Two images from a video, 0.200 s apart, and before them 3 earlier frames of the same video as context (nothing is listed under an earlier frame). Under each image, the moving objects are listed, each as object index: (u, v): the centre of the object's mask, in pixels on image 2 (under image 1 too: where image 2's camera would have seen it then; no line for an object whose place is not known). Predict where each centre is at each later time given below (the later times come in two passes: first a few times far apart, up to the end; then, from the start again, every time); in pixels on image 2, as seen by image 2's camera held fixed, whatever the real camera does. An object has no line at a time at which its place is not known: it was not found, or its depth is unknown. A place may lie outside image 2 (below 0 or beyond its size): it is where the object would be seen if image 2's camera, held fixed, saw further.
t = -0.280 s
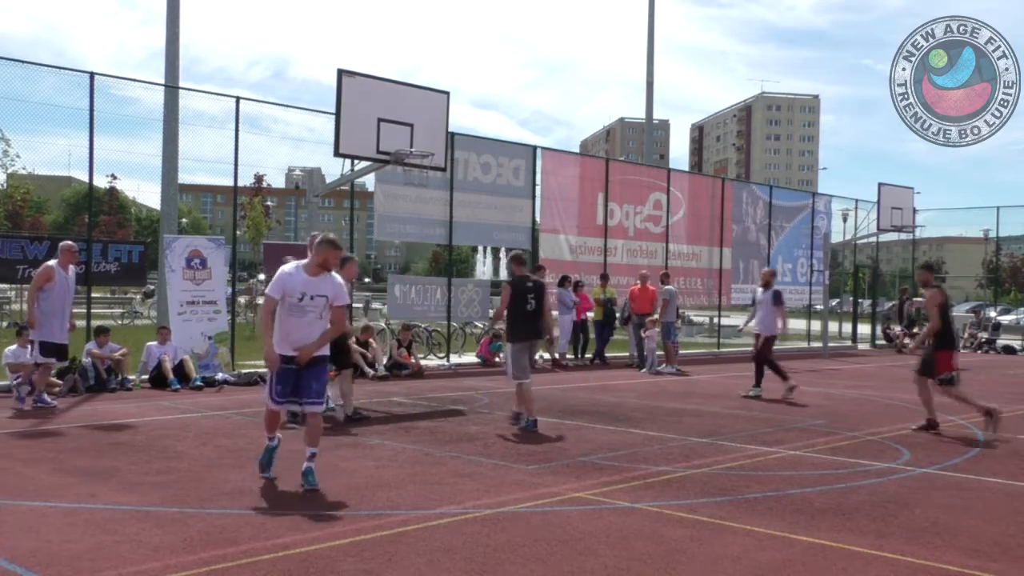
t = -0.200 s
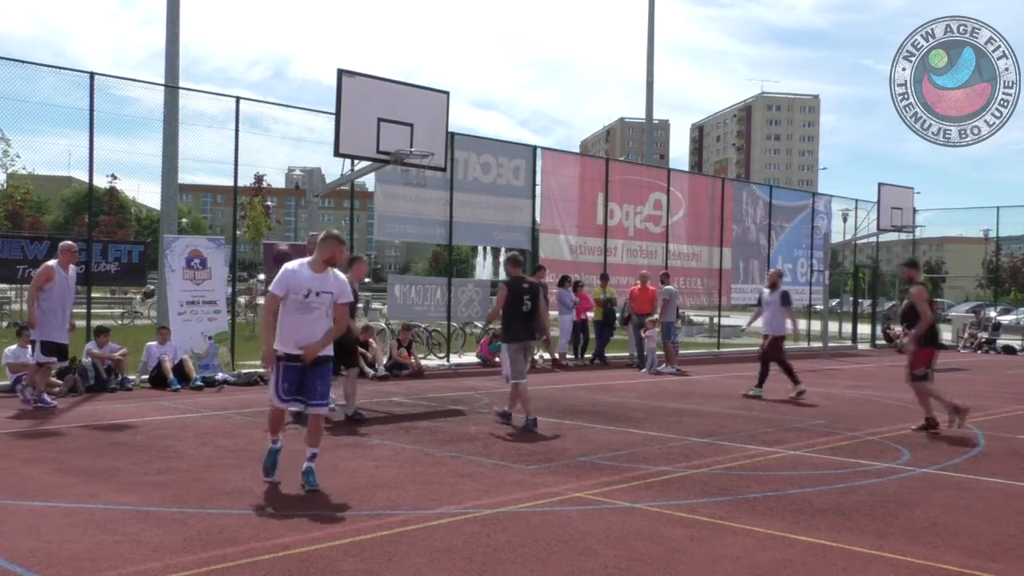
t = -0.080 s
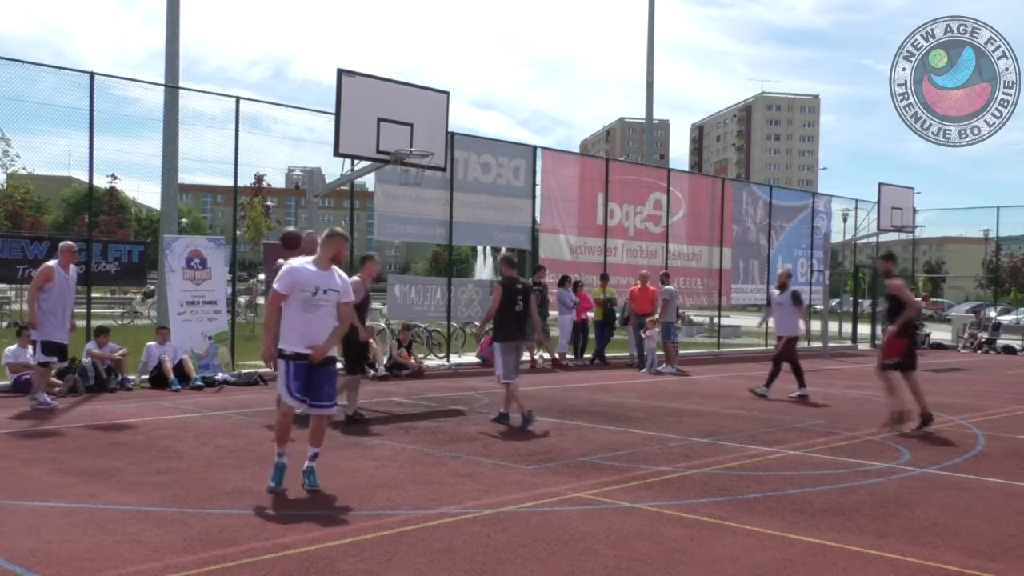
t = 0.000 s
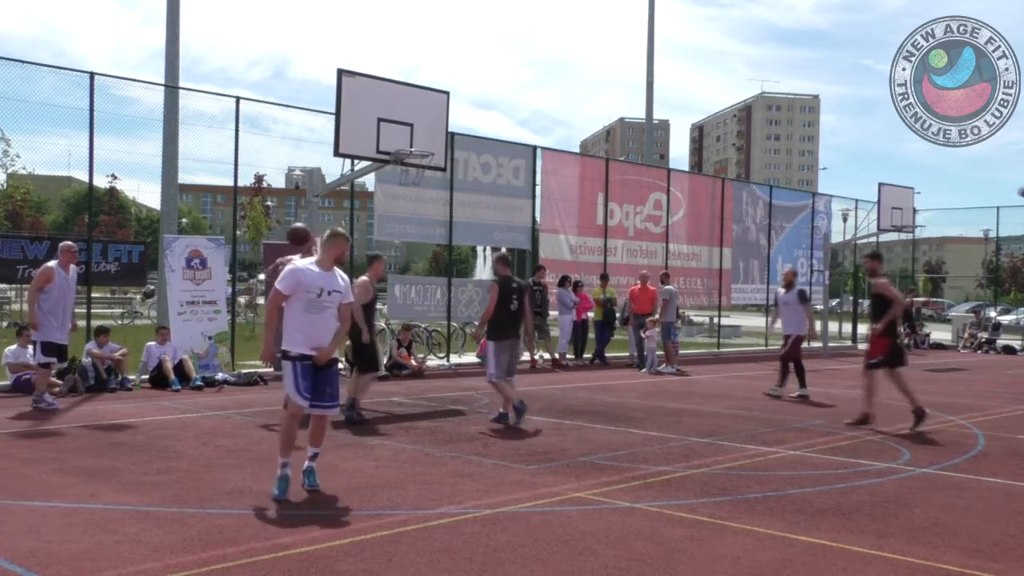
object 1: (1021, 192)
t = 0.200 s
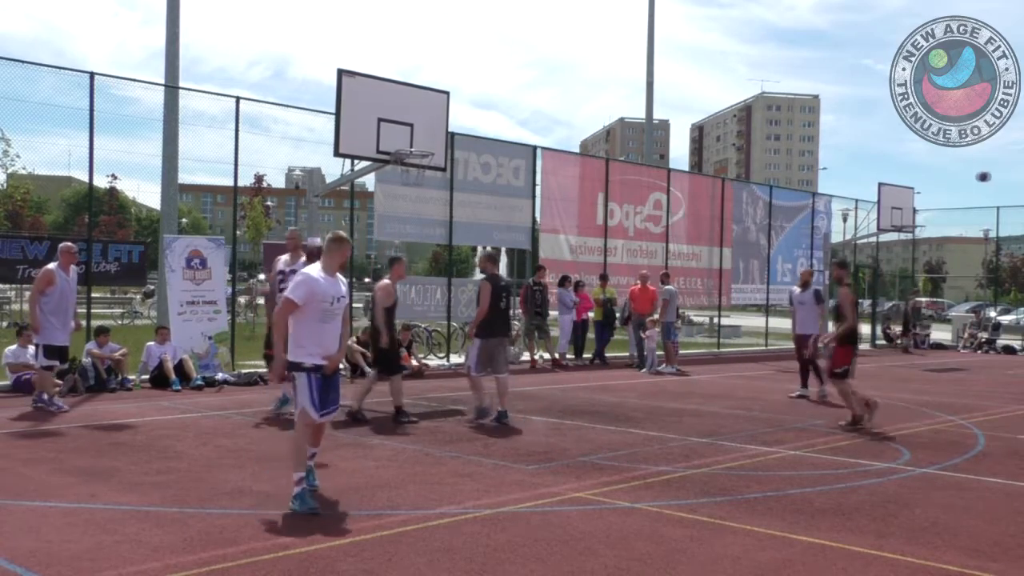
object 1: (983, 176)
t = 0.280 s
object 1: (966, 175)
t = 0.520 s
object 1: (918, 188)
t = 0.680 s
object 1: (892, 209)
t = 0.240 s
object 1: (975, 175)
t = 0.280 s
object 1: (966, 175)
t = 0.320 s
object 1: (958, 175)
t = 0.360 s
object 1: (949, 176)
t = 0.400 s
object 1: (942, 178)
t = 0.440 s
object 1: (933, 181)
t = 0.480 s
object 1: (925, 185)
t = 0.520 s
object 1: (918, 188)
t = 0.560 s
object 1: (909, 193)
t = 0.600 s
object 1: (901, 198)
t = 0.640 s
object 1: (892, 205)
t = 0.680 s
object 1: (892, 209)
